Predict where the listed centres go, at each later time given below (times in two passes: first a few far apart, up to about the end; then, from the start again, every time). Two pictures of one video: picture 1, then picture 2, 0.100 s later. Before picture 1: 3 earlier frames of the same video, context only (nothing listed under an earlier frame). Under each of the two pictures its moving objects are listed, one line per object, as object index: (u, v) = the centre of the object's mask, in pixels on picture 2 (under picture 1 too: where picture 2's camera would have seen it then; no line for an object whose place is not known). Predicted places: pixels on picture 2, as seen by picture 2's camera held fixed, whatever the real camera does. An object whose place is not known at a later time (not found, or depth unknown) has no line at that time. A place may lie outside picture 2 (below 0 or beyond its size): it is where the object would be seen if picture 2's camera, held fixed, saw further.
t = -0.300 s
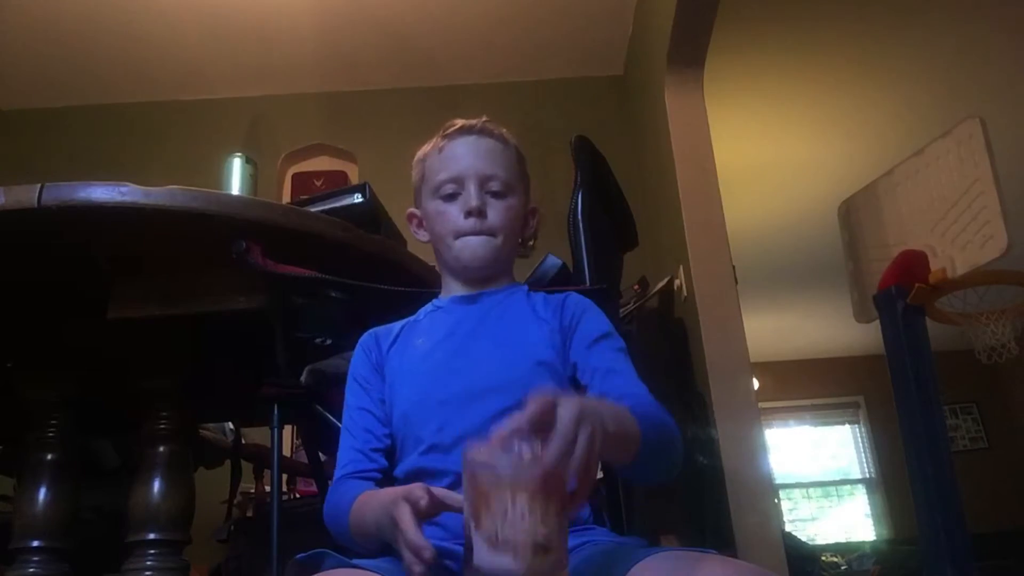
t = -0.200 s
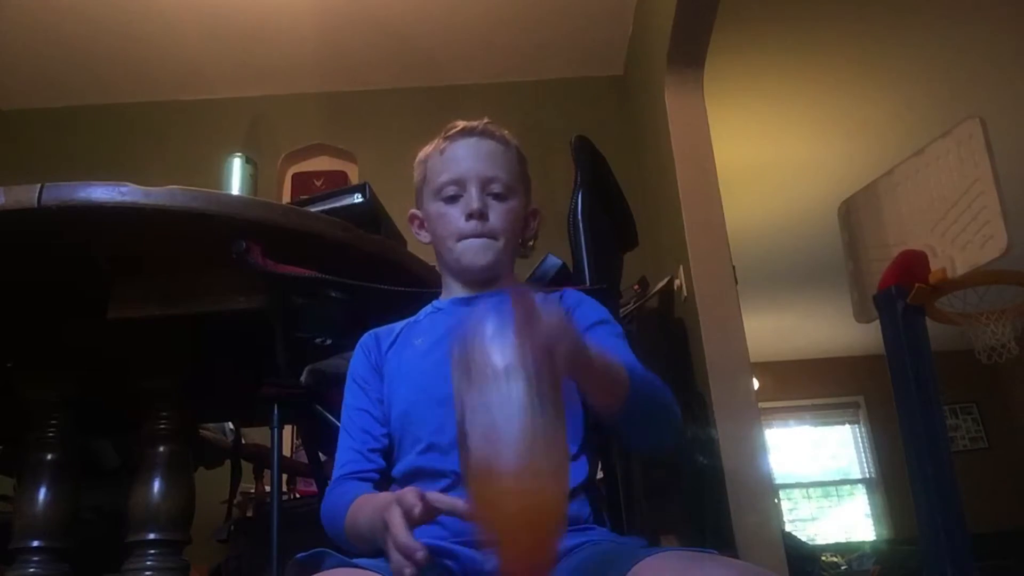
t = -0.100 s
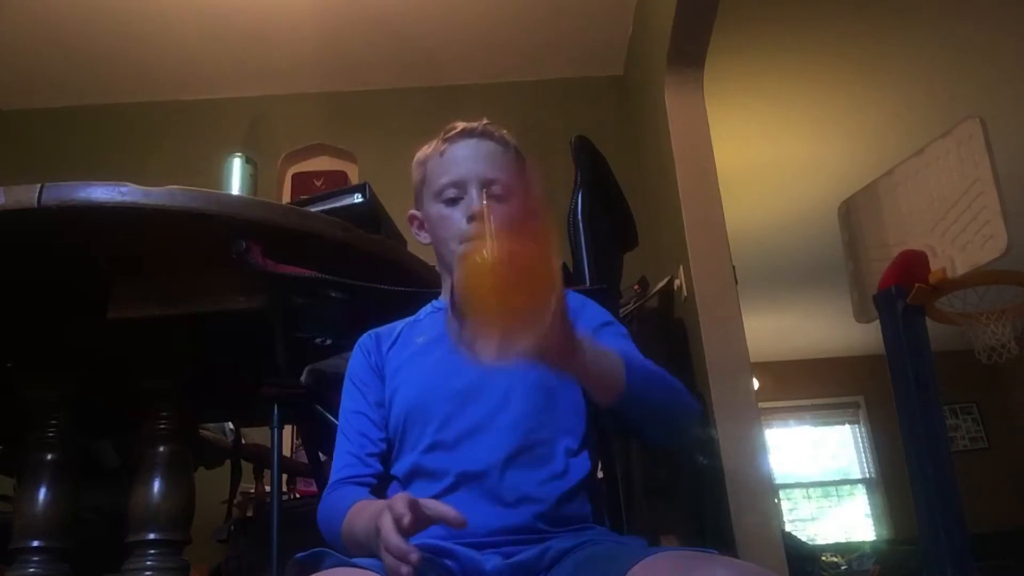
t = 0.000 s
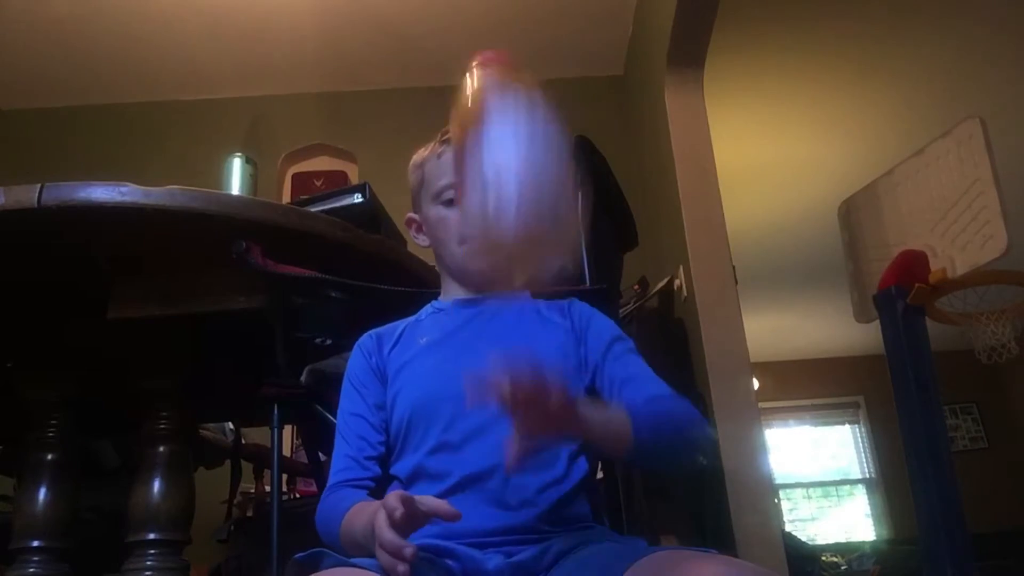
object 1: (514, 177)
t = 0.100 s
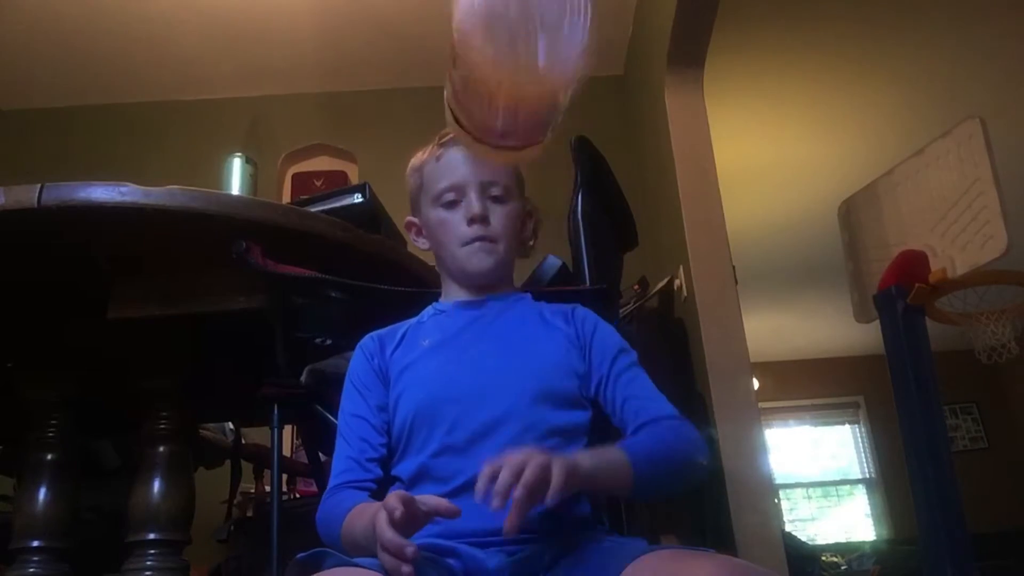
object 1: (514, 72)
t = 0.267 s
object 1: (532, 275)
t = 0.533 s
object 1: (521, 434)
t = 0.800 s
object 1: (524, 435)
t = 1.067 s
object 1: (523, 435)
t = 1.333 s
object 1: (520, 435)
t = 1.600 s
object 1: (522, 435)
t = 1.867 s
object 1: (522, 435)
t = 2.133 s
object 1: (522, 435)
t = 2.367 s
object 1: (522, 435)
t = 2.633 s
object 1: (522, 435)
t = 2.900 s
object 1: (522, 435)
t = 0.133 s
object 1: (512, 86)
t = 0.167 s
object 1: (517, 108)
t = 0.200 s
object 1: (521, 135)
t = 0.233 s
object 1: (524, 188)
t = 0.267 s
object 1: (532, 275)
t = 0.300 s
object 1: (540, 399)
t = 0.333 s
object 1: (543, 439)
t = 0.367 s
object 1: (543, 436)
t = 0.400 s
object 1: (538, 435)
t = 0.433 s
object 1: (535, 434)
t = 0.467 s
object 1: (531, 434)
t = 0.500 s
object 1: (525, 434)
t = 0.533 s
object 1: (521, 434)
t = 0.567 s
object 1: (519, 435)
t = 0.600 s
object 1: (518, 435)
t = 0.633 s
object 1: (518, 435)
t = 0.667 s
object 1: (521, 435)
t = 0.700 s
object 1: (525, 434)
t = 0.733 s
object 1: (526, 435)
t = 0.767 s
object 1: (525, 435)
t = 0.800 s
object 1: (524, 435)
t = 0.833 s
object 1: (525, 434)
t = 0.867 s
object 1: (524, 435)
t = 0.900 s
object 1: (521, 435)
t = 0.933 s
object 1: (520, 435)
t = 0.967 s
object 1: (520, 435)
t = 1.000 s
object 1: (520, 435)
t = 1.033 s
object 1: (522, 435)
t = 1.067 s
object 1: (523, 435)
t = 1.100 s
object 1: (524, 435)
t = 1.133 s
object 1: (524, 435)
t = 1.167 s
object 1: (523, 435)
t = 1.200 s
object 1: (523, 435)
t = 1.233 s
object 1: (523, 435)
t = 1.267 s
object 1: (522, 435)
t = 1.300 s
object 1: (521, 435)
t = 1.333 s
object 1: (520, 435)
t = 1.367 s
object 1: (521, 435)
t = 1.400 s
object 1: (522, 435)
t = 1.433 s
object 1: (523, 435)
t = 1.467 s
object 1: (523, 435)
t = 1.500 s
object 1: (523, 435)
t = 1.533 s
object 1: (522, 435)
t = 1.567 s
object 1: (522, 435)
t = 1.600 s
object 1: (522, 435)
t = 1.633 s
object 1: (522, 435)
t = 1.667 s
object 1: (521, 435)
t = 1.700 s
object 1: (520, 435)
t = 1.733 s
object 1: (521, 435)
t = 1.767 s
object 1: (522, 435)
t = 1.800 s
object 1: (522, 435)
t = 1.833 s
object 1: (522, 435)
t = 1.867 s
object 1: (522, 435)
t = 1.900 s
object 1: (522, 435)
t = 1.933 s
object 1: (522, 435)
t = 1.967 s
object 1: (522, 435)
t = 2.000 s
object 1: (522, 435)
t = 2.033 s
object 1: (521, 435)
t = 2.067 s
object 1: (521, 435)
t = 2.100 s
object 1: (521, 435)
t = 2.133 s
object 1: (522, 435)
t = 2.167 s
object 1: (522, 435)
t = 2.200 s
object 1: (523, 435)
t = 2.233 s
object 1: (522, 435)
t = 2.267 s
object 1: (522, 435)
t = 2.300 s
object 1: (522, 435)
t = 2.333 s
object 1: (522, 435)
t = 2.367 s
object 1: (522, 435)
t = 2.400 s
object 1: (522, 435)
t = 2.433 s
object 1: (522, 435)
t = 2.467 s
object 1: (522, 435)
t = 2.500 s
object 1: (522, 435)
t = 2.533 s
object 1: (522, 435)
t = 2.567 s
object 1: (522, 435)
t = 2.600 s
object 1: (522, 435)
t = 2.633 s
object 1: (522, 435)
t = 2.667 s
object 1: (522, 435)
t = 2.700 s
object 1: (522, 435)
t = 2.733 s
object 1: (522, 435)
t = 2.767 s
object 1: (522, 435)
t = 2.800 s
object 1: (522, 435)
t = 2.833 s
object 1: (522, 435)
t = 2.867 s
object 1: (522, 435)
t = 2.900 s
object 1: (522, 435)
